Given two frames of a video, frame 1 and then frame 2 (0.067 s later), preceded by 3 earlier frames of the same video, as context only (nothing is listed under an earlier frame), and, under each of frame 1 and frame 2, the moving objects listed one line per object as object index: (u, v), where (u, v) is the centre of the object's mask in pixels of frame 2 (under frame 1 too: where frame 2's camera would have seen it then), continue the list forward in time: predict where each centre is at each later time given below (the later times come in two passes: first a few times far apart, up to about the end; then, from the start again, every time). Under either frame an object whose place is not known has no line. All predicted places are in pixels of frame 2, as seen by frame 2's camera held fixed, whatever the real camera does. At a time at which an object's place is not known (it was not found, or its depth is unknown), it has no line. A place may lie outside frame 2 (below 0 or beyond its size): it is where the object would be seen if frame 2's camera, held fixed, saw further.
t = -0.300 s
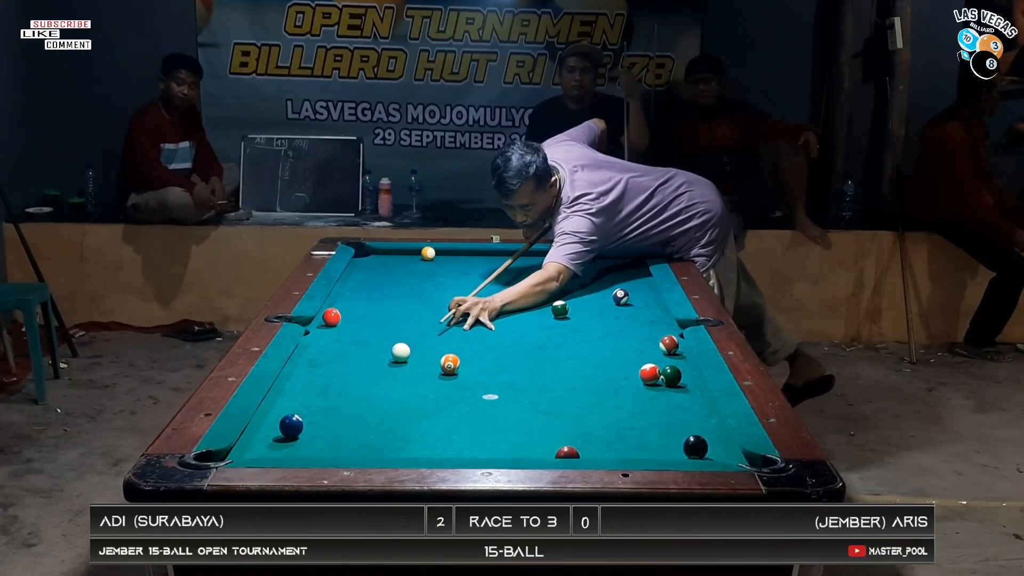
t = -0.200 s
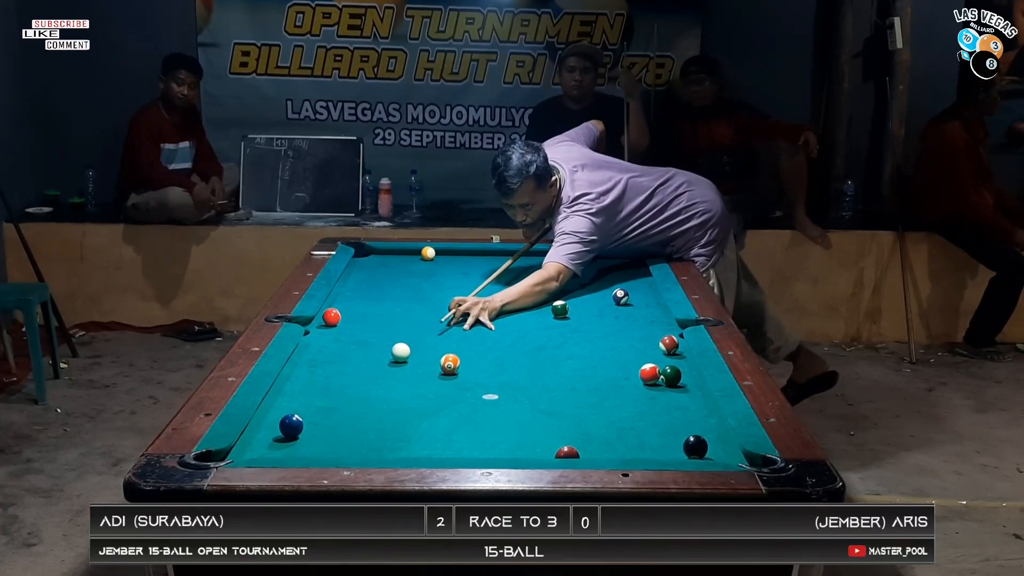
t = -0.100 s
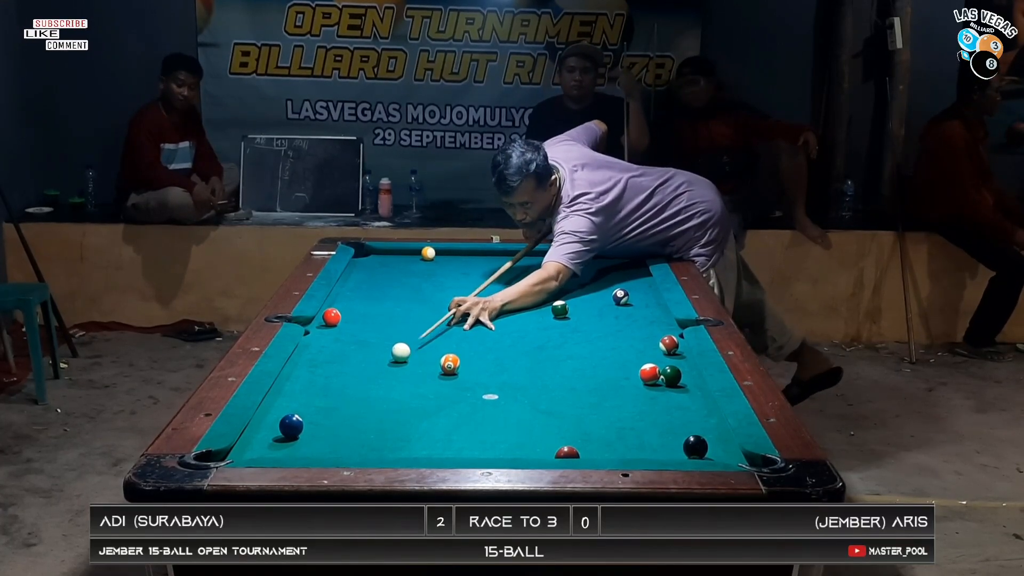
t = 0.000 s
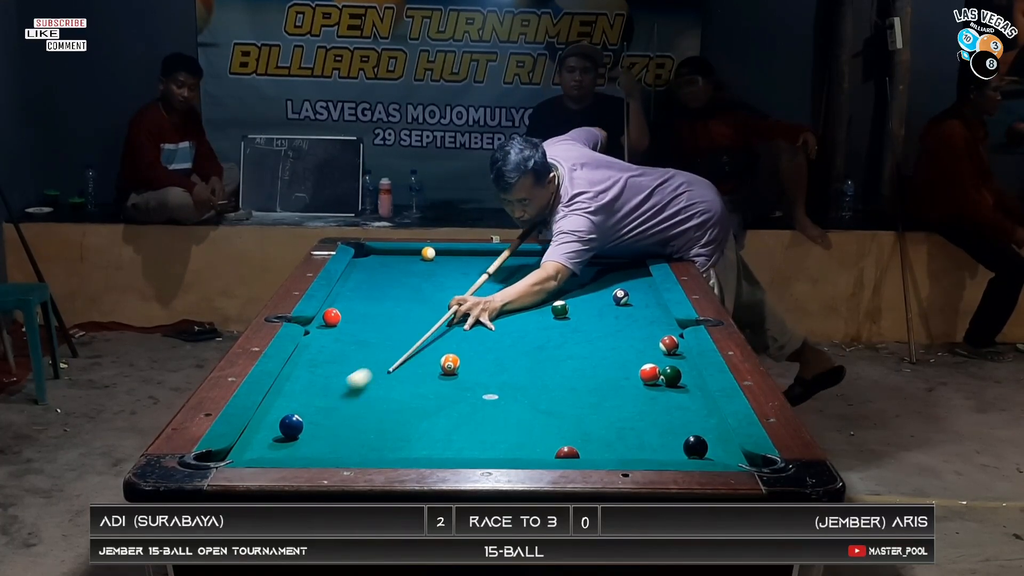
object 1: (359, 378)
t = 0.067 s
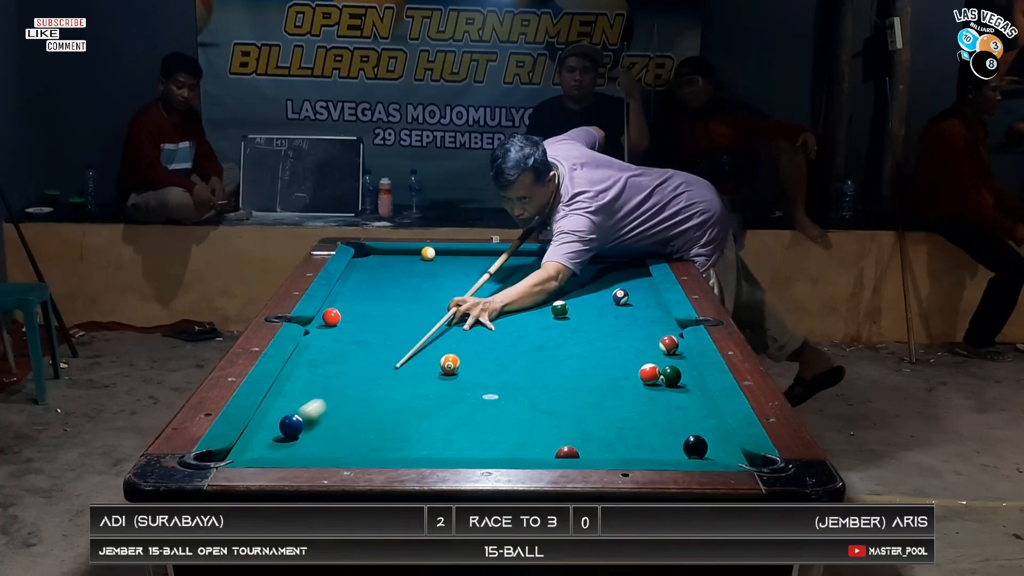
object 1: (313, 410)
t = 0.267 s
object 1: (321, 410)
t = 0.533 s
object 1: (348, 397)
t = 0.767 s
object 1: (369, 387)
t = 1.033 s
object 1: (389, 377)
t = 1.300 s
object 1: (406, 369)
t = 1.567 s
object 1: (421, 362)
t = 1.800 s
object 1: (432, 358)
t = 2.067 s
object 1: (442, 351)
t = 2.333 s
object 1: (452, 348)
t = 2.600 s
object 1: (459, 348)
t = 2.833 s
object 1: (462, 347)
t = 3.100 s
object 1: (461, 346)
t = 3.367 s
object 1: (460, 346)
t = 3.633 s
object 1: (460, 346)
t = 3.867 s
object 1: (460, 346)
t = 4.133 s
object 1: (460, 346)
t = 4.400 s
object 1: (460, 346)
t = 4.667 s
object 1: (460, 346)
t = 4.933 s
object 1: (460, 346)
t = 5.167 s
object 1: (460, 346)
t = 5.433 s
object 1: (460, 346)
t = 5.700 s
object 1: (460, 346)
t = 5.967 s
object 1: (460, 346)
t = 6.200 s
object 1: (460, 346)
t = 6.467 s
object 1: (460, 346)
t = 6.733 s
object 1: (460, 346)
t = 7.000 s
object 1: (460, 346)
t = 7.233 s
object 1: (460, 346)
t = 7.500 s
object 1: (460, 346)
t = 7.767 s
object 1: (460, 346)
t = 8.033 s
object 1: (460, 346)
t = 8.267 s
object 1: (460, 346)
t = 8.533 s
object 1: (460, 346)
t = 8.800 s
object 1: (460, 346)
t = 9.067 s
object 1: (460, 346)
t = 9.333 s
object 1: (460, 346)
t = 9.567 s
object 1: (460, 346)
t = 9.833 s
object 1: (460, 346)
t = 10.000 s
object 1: (460, 346)
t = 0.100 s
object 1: (304, 418)
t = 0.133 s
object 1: (307, 417)
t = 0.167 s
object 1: (310, 416)
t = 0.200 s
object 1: (314, 414)
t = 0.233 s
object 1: (318, 412)
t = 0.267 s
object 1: (321, 410)
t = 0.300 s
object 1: (325, 408)
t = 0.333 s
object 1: (328, 407)
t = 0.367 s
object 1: (332, 405)
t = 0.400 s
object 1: (335, 403)
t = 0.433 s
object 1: (339, 402)
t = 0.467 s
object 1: (342, 400)
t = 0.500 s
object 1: (345, 398)
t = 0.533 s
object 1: (348, 397)
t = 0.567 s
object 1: (352, 395)
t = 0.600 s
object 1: (355, 394)
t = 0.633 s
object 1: (357, 392)
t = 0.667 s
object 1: (361, 391)
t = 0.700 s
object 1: (363, 389)
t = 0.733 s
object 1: (366, 388)
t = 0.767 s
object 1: (369, 387)
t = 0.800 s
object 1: (372, 385)
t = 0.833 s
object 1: (374, 384)
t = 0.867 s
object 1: (377, 383)
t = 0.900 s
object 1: (380, 382)
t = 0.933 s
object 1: (382, 381)
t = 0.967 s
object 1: (385, 379)
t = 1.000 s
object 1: (387, 378)
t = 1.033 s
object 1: (389, 377)
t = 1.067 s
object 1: (392, 376)
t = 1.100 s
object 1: (394, 375)
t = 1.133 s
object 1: (396, 374)
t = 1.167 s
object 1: (398, 373)
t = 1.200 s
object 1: (400, 372)
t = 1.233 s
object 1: (403, 371)
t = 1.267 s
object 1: (405, 370)
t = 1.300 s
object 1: (406, 369)
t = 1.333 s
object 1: (408, 368)
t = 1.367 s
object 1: (410, 367)
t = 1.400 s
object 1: (412, 366)
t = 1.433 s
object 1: (414, 366)
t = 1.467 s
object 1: (416, 365)
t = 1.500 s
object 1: (418, 364)
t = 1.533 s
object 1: (420, 363)
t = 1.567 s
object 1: (421, 362)
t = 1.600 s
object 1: (423, 362)
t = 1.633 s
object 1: (424, 361)
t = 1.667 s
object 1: (426, 360)
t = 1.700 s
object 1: (428, 360)
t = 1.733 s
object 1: (429, 359)
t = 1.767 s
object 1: (431, 358)
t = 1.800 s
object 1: (432, 358)
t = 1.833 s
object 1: (433, 357)
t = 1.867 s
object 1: (434, 356)
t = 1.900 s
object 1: (435, 355)
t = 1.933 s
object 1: (436, 355)
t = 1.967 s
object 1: (438, 354)
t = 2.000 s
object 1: (439, 353)
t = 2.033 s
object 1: (441, 352)
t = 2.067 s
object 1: (442, 351)
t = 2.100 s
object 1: (443, 351)
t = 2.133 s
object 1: (445, 350)
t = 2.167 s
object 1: (446, 350)
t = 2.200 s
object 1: (447, 349)
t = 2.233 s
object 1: (449, 349)
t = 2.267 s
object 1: (450, 349)
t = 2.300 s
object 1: (451, 348)
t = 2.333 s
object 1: (452, 348)
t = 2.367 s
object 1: (454, 348)
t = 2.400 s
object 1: (455, 348)
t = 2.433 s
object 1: (456, 348)
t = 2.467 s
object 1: (457, 348)
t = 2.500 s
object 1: (457, 348)
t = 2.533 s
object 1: (458, 348)
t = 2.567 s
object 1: (459, 348)
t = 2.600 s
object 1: (459, 348)
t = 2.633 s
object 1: (460, 348)
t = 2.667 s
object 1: (460, 348)
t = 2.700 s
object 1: (460, 347)
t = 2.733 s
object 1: (461, 347)
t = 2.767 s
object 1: (461, 347)
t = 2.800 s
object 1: (462, 347)
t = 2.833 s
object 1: (462, 347)
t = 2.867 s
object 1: (462, 347)
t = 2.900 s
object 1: (462, 347)
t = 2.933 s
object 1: (462, 346)
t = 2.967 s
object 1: (462, 346)
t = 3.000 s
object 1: (462, 346)
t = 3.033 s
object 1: (462, 346)
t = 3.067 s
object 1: (462, 346)
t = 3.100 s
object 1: (461, 346)
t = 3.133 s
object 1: (461, 346)
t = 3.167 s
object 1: (461, 346)
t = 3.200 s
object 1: (461, 346)
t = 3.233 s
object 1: (461, 346)
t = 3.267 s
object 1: (461, 346)
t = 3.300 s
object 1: (460, 346)
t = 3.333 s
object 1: (460, 346)
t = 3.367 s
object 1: (460, 346)
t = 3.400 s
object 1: (460, 346)
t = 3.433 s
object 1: (460, 346)
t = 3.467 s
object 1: (460, 346)
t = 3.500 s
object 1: (460, 346)
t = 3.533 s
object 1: (460, 346)
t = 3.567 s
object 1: (460, 346)
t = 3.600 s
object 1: (460, 346)
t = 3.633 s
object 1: (460, 346)
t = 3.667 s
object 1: (460, 346)
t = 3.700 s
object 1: (460, 346)
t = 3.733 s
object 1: (460, 346)
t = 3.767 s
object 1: (460, 346)
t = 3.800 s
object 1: (460, 346)
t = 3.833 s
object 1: (460, 346)
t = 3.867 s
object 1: (460, 346)
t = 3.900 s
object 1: (460, 346)
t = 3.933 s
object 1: (460, 346)
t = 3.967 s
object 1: (460, 346)
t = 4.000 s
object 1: (460, 346)
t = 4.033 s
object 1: (460, 346)
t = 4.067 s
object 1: (460, 346)
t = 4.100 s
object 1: (460, 346)
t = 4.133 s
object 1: (460, 346)
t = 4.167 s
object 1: (460, 346)
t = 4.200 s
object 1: (460, 346)
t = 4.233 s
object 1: (460, 346)
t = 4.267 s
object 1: (460, 346)
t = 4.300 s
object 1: (460, 346)
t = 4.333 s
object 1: (460, 346)
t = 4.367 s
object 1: (460, 346)
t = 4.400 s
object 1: (460, 346)
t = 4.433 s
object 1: (460, 346)
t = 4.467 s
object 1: (460, 346)
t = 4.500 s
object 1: (460, 346)
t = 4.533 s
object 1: (460, 346)
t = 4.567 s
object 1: (460, 346)
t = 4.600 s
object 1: (460, 346)
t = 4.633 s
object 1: (460, 346)
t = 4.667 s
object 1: (460, 346)
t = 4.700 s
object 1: (460, 346)
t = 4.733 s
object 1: (460, 346)
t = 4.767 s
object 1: (460, 346)
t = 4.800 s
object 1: (460, 346)
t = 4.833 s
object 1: (460, 346)
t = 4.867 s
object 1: (460, 346)
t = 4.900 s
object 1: (460, 346)
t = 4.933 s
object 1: (460, 346)
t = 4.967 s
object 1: (460, 346)
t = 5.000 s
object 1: (460, 346)
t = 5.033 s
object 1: (460, 346)
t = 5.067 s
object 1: (460, 346)
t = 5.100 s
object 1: (460, 346)
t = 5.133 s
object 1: (460, 346)
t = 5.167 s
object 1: (460, 346)
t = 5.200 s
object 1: (460, 346)
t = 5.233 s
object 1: (460, 346)
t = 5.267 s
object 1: (460, 346)
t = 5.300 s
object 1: (460, 346)
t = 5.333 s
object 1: (460, 346)
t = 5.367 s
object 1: (460, 346)
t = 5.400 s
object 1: (460, 346)
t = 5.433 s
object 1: (460, 346)
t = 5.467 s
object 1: (460, 346)
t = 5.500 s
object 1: (460, 346)
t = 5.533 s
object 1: (460, 346)
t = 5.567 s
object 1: (460, 346)
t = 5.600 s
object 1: (460, 346)
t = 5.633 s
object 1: (460, 346)
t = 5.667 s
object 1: (460, 346)
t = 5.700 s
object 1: (460, 346)
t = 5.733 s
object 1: (460, 346)
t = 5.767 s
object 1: (460, 346)
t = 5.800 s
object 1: (460, 346)
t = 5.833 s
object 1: (460, 346)
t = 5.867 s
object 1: (460, 346)
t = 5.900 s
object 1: (460, 346)
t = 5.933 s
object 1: (460, 346)
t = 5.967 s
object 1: (460, 346)
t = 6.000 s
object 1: (460, 346)
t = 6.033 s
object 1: (460, 346)
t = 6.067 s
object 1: (460, 346)
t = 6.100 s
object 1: (460, 346)
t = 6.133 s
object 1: (460, 346)
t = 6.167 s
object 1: (460, 346)
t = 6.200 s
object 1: (460, 346)
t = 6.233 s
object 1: (460, 346)
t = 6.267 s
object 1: (460, 346)
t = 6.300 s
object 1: (460, 346)
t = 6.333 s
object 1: (460, 346)
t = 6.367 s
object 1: (460, 346)
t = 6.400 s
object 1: (460, 346)
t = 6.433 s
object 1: (460, 346)
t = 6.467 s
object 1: (460, 346)
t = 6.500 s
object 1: (460, 346)
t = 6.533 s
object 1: (460, 346)
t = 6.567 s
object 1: (460, 346)
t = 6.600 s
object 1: (460, 346)
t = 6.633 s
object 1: (460, 346)
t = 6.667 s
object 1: (460, 346)
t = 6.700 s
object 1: (460, 346)
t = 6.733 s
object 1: (460, 346)
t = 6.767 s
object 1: (460, 346)
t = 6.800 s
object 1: (460, 346)
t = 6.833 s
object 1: (460, 346)
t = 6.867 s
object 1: (460, 346)
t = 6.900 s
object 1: (460, 346)
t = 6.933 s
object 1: (460, 346)
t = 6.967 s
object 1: (460, 346)
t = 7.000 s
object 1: (460, 346)
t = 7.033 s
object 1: (460, 346)
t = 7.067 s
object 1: (460, 346)
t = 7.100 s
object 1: (460, 346)
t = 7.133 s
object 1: (460, 346)
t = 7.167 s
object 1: (460, 346)
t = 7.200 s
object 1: (460, 346)
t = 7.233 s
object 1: (460, 346)
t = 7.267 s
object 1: (460, 346)
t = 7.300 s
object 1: (460, 346)
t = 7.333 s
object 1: (460, 346)
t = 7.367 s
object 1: (460, 346)
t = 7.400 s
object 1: (460, 346)
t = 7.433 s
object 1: (460, 346)
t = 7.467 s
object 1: (460, 346)
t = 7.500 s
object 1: (460, 346)
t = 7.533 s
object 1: (460, 346)
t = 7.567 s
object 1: (460, 346)
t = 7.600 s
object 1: (460, 346)
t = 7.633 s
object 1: (460, 346)
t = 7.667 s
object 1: (460, 346)
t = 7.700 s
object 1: (460, 346)
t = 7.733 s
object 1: (460, 346)
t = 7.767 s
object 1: (460, 346)
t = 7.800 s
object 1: (460, 346)
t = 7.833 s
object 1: (460, 346)
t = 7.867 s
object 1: (460, 346)
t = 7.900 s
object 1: (460, 346)
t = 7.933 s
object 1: (460, 346)
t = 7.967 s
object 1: (460, 346)
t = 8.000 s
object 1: (460, 346)
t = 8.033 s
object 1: (460, 346)
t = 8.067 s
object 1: (460, 346)
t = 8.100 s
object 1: (460, 346)
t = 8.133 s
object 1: (460, 346)
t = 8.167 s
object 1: (460, 346)
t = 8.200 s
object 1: (460, 346)
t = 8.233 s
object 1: (460, 346)
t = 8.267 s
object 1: (460, 346)
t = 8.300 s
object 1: (460, 346)
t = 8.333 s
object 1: (460, 346)
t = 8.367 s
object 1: (460, 346)
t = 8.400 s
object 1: (460, 346)
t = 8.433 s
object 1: (460, 346)
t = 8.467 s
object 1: (460, 346)
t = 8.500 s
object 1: (460, 346)
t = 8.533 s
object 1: (460, 346)
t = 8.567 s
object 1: (460, 346)
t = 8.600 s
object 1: (460, 346)
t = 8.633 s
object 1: (460, 346)
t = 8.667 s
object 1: (460, 346)
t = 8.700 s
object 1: (460, 346)
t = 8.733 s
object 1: (460, 346)
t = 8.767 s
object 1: (460, 346)
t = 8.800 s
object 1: (460, 346)
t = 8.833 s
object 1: (460, 346)
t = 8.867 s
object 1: (460, 346)
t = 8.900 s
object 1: (460, 346)
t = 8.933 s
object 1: (460, 346)
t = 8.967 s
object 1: (460, 346)
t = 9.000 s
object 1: (460, 346)
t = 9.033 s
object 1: (460, 346)
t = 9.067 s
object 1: (460, 346)
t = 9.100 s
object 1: (460, 346)
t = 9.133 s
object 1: (460, 346)
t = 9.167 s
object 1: (460, 346)
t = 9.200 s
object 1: (460, 346)
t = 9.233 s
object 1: (460, 346)
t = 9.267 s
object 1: (460, 346)
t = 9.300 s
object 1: (460, 346)
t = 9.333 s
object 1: (460, 346)
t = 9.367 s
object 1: (460, 346)
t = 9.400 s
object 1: (460, 346)
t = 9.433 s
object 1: (460, 346)
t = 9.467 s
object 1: (460, 346)
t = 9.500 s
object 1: (460, 346)
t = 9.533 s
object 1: (460, 346)
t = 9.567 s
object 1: (460, 346)
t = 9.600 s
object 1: (460, 346)
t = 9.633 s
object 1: (460, 346)
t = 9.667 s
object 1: (460, 346)
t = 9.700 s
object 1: (460, 346)
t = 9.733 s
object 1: (460, 346)
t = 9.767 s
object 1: (460, 346)
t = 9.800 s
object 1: (460, 346)
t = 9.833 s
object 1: (460, 346)
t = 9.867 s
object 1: (460, 346)
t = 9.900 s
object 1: (460, 346)
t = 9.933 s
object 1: (460, 346)
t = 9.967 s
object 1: (460, 346)
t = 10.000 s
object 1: (460, 346)
